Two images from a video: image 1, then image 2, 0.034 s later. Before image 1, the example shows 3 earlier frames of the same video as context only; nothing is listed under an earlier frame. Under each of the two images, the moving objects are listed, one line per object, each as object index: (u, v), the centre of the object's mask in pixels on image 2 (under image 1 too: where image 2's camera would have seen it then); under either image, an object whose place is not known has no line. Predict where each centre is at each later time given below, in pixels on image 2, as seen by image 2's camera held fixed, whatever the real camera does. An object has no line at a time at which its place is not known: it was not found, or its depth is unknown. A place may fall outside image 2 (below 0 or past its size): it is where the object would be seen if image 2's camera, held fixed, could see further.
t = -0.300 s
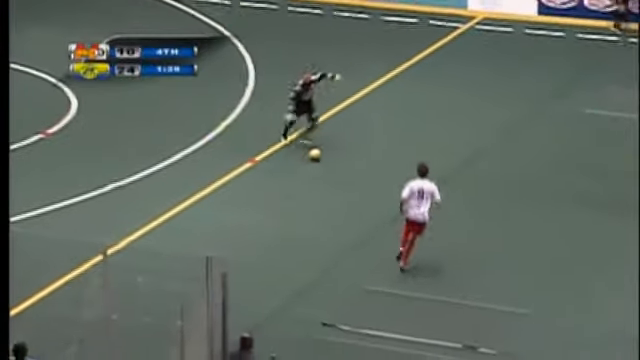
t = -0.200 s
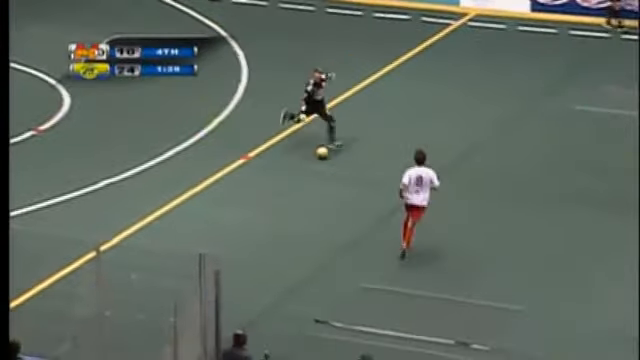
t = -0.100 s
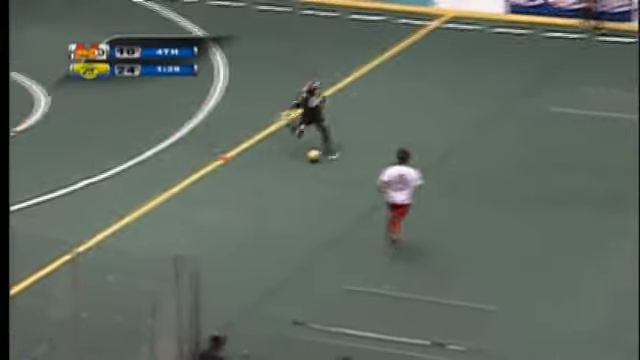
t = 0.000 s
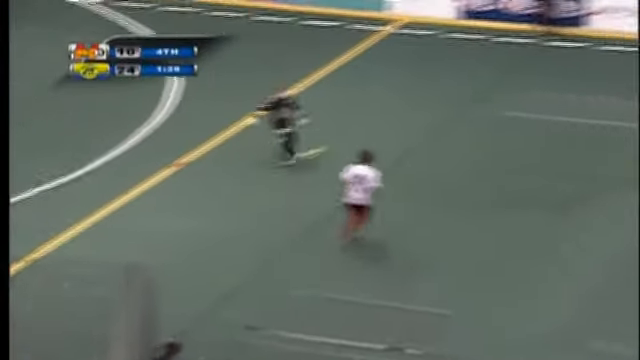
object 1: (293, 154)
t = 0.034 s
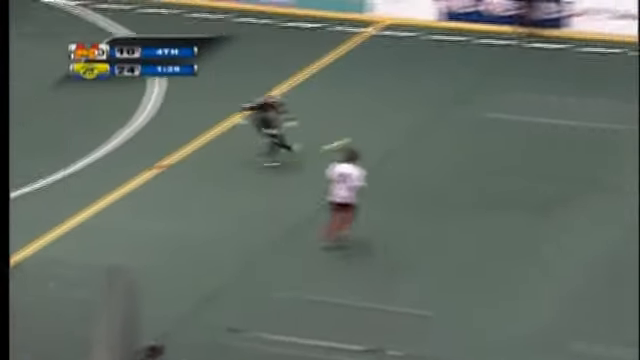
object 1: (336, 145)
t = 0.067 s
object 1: (378, 135)
